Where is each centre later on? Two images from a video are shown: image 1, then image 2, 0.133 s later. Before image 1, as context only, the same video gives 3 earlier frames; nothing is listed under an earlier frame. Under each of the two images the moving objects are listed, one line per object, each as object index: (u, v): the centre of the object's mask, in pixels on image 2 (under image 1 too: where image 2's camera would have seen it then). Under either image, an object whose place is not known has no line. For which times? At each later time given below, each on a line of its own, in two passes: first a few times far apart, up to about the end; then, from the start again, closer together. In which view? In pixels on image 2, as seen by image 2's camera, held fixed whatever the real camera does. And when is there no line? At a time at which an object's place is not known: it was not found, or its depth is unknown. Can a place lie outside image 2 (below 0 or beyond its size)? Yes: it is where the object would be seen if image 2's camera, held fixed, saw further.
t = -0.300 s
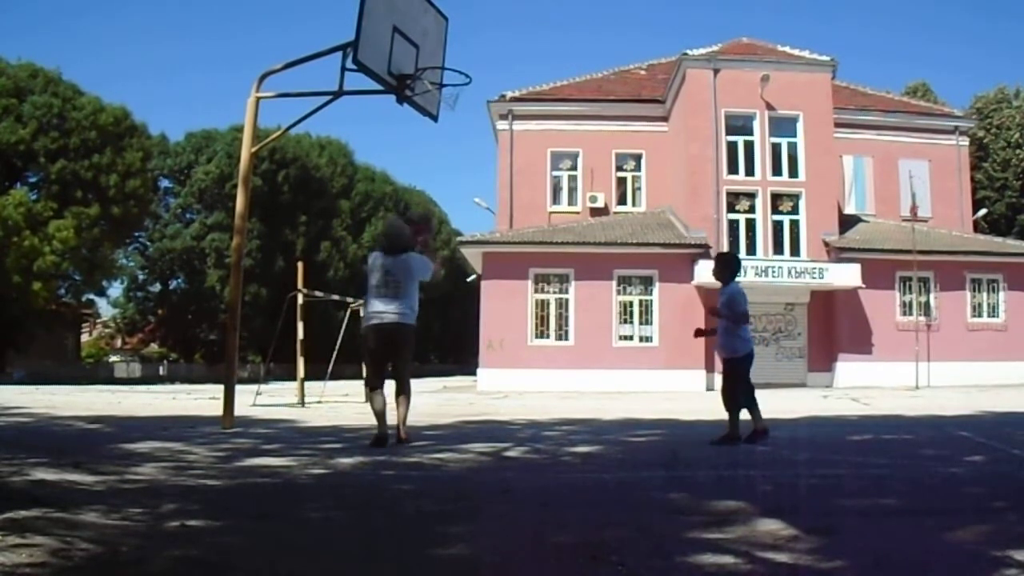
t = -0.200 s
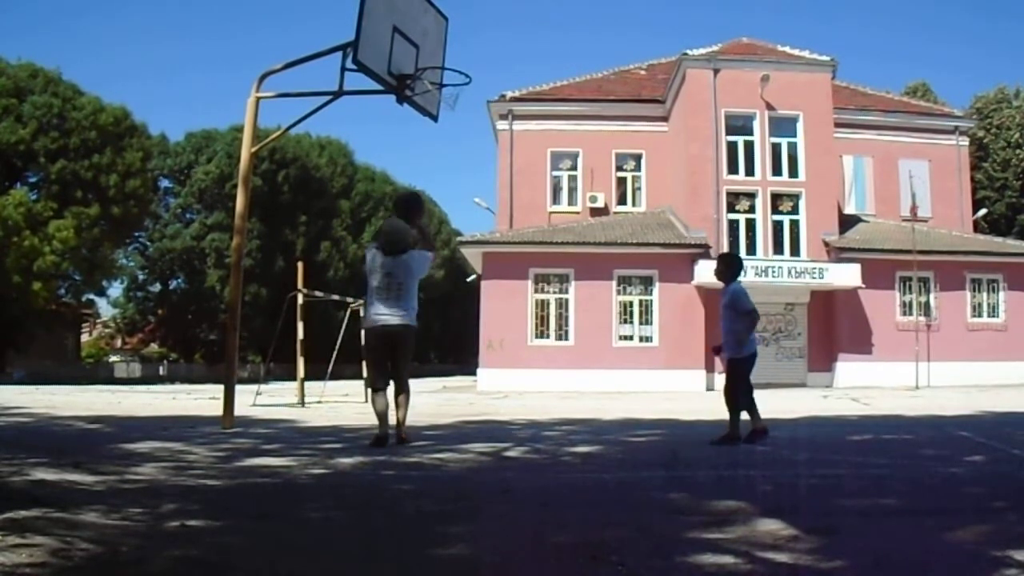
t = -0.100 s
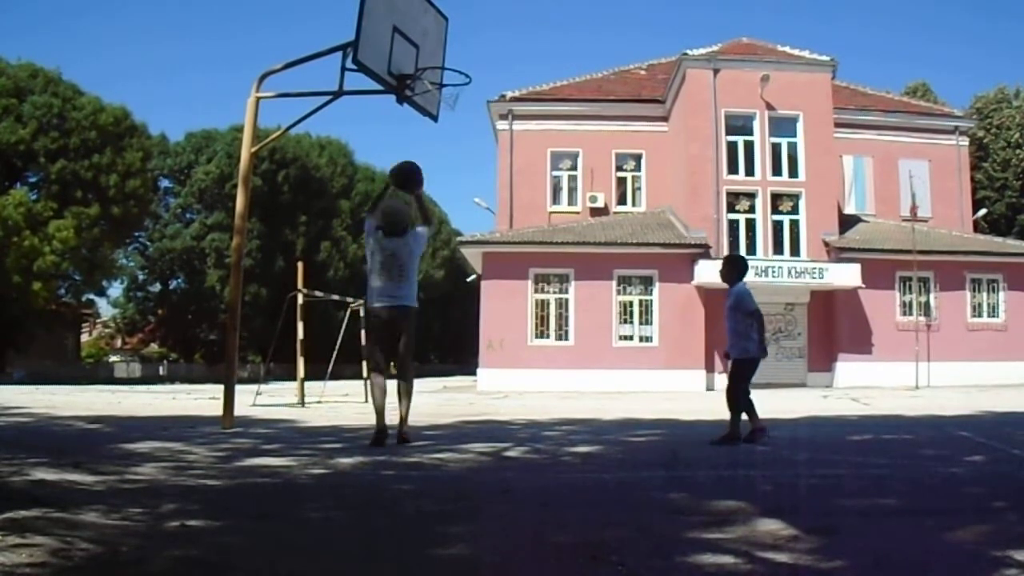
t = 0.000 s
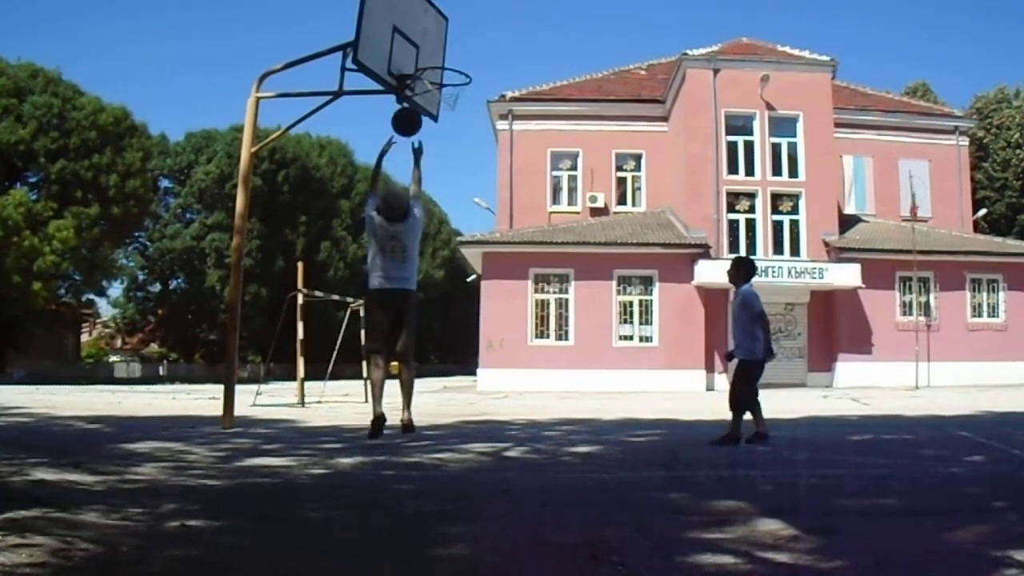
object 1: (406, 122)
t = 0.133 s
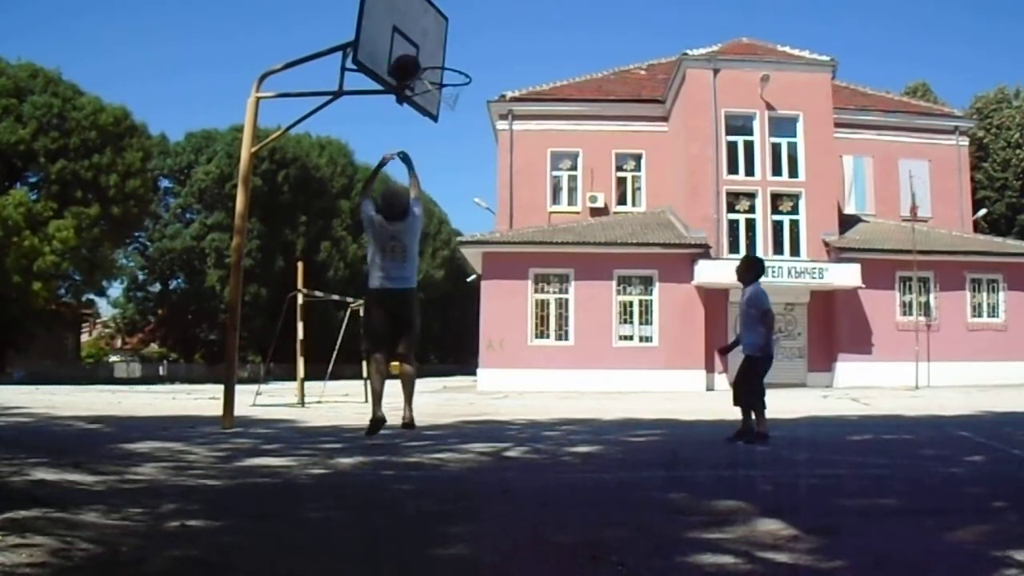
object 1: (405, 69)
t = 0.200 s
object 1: (404, 52)
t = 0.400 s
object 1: (425, 37)
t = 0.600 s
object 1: (455, 67)
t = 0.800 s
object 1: (464, 60)
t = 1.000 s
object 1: (473, 72)
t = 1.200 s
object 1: (486, 102)
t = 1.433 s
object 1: (500, 189)
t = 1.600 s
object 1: (509, 287)
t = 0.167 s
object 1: (405, 60)
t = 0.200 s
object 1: (404, 52)
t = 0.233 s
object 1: (404, 46)
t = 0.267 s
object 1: (403, 41)
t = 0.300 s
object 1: (409, 38)
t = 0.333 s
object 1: (415, 36)
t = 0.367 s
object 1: (420, 36)
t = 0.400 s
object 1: (425, 37)
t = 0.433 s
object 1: (431, 39)
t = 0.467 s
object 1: (436, 42)
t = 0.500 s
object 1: (441, 47)
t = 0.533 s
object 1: (446, 52)
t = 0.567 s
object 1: (451, 59)
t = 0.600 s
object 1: (455, 67)
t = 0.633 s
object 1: (458, 69)
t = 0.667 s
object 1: (459, 65)
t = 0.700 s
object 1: (461, 62)
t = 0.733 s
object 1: (462, 60)
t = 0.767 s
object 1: (463, 60)
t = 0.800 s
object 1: (464, 60)
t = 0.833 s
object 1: (465, 62)
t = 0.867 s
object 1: (466, 65)
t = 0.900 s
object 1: (467, 69)
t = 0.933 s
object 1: (468, 72)
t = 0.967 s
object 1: (471, 72)
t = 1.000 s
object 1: (473, 72)
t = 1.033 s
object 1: (475, 74)
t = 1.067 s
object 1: (477, 78)
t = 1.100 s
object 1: (480, 82)
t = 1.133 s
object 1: (482, 87)
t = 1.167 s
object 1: (484, 94)
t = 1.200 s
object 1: (486, 102)
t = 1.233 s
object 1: (488, 110)
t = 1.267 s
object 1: (490, 121)
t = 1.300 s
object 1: (492, 132)
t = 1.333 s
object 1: (494, 144)
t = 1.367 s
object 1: (496, 158)
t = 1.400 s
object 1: (498, 173)
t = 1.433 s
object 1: (500, 189)
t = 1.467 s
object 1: (502, 206)
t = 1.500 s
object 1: (504, 225)
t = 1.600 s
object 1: (509, 287)
